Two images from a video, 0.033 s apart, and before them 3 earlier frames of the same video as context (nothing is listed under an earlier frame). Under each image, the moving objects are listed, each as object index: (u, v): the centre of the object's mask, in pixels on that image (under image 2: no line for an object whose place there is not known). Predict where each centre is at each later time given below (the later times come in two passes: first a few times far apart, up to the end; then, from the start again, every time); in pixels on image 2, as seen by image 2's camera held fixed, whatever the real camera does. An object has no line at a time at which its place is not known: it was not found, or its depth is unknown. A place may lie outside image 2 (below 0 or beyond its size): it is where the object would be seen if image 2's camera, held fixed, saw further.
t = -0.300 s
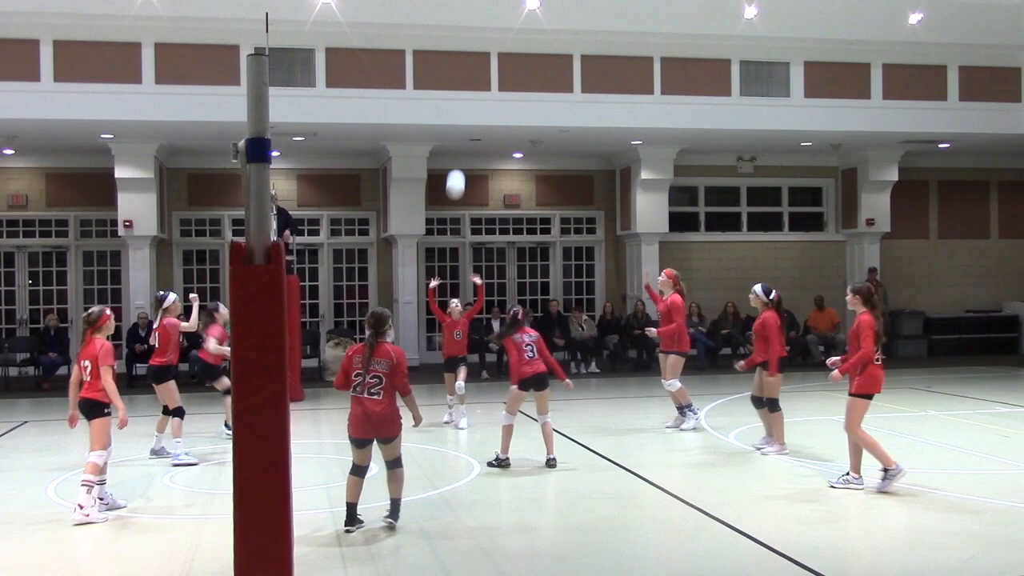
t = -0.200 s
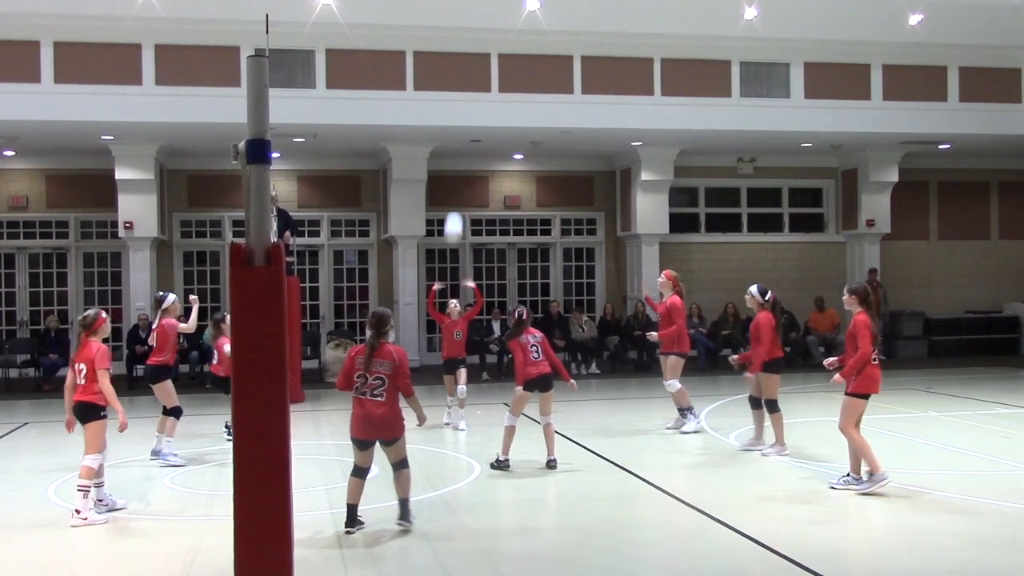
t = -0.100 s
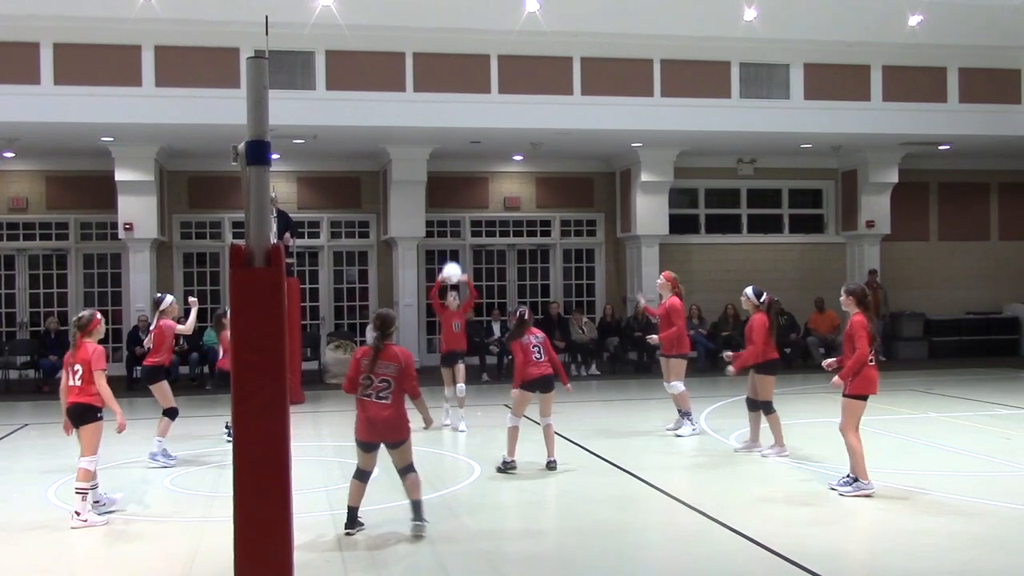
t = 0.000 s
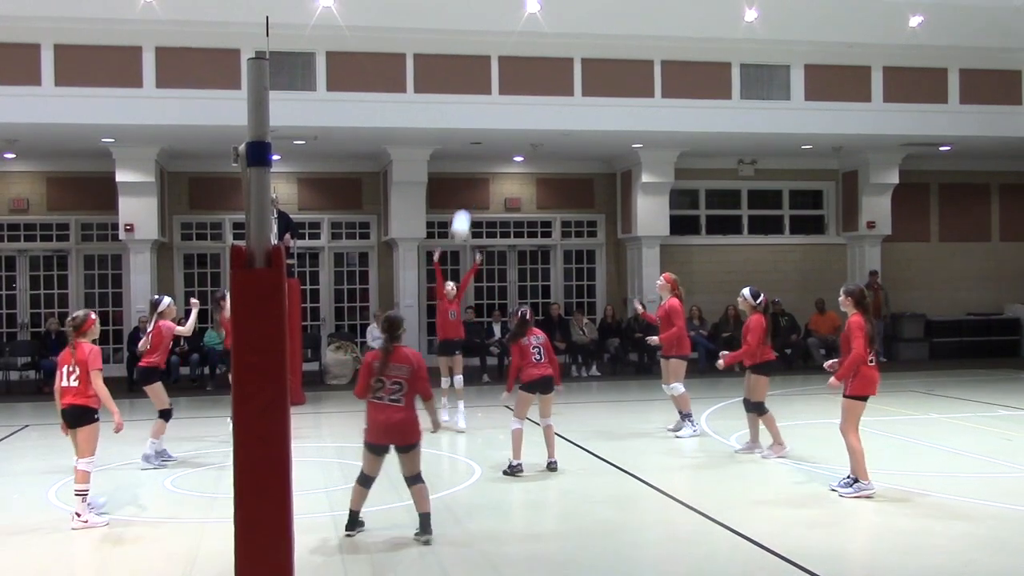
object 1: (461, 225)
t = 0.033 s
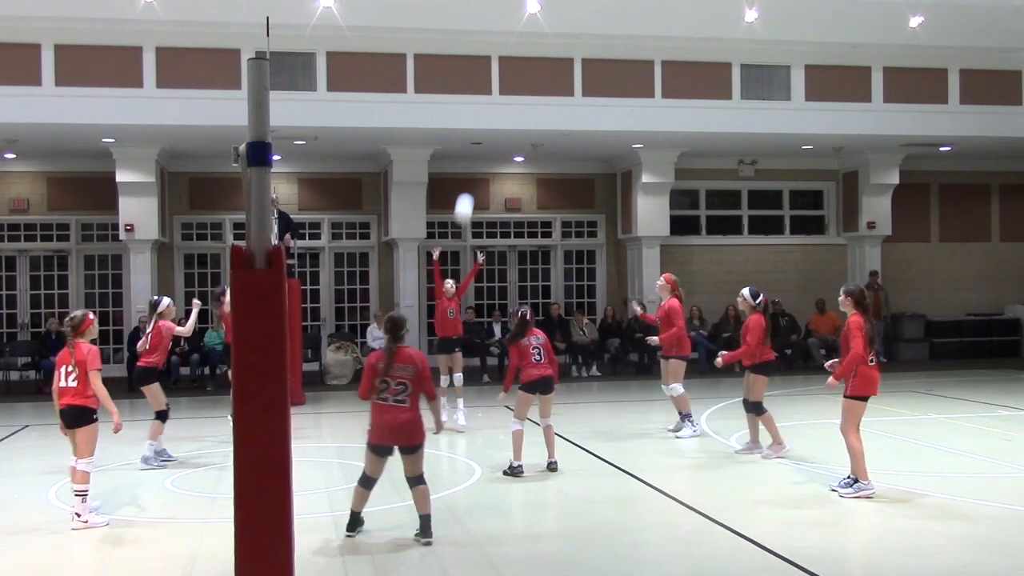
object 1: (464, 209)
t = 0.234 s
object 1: (483, 124)
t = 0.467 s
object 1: (508, 67)
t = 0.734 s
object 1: (539, 61)
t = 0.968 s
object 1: (566, 111)
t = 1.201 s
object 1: (595, 224)
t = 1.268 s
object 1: (603, 266)
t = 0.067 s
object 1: (467, 193)
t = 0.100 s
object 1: (470, 178)
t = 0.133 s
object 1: (473, 163)
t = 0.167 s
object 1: (476, 149)
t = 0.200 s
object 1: (480, 136)
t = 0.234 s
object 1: (483, 124)
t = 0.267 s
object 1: (487, 112)
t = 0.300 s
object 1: (490, 103)
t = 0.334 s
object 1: (494, 94)
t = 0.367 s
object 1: (497, 85)
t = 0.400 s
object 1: (501, 78)
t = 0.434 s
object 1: (505, 72)
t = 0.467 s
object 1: (508, 67)
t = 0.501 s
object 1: (511, 63)
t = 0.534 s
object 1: (515, 59)
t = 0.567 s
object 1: (519, 57)
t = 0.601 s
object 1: (523, 56)
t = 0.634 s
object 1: (527, 55)
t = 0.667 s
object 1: (531, 56)
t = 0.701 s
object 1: (535, 58)
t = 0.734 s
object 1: (539, 61)
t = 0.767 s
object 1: (543, 64)
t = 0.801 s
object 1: (547, 70)
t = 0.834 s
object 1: (551, 76)
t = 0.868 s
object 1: (555, 83)
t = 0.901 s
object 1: (559, 91)
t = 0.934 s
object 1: (563, 102)
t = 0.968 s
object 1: (566, 111)
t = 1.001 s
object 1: (570, 125)
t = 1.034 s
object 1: (575, 138)
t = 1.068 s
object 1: (579, 153)
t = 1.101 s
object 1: (583, 169)
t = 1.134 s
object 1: (587, 186)
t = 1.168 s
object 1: (591, 204)
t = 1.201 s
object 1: (595, 224)
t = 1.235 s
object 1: (599, 244)
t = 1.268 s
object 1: (603, 266)
